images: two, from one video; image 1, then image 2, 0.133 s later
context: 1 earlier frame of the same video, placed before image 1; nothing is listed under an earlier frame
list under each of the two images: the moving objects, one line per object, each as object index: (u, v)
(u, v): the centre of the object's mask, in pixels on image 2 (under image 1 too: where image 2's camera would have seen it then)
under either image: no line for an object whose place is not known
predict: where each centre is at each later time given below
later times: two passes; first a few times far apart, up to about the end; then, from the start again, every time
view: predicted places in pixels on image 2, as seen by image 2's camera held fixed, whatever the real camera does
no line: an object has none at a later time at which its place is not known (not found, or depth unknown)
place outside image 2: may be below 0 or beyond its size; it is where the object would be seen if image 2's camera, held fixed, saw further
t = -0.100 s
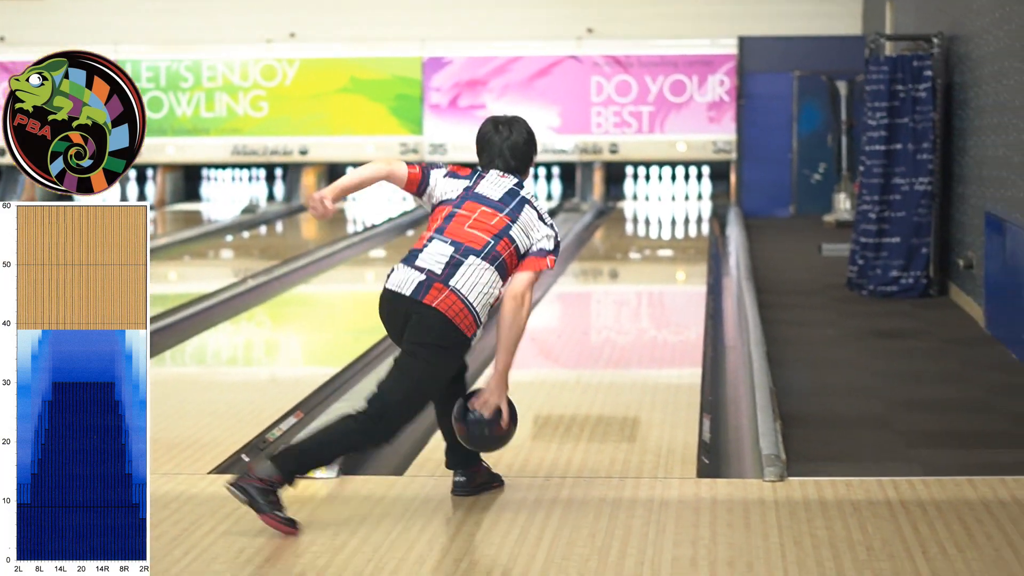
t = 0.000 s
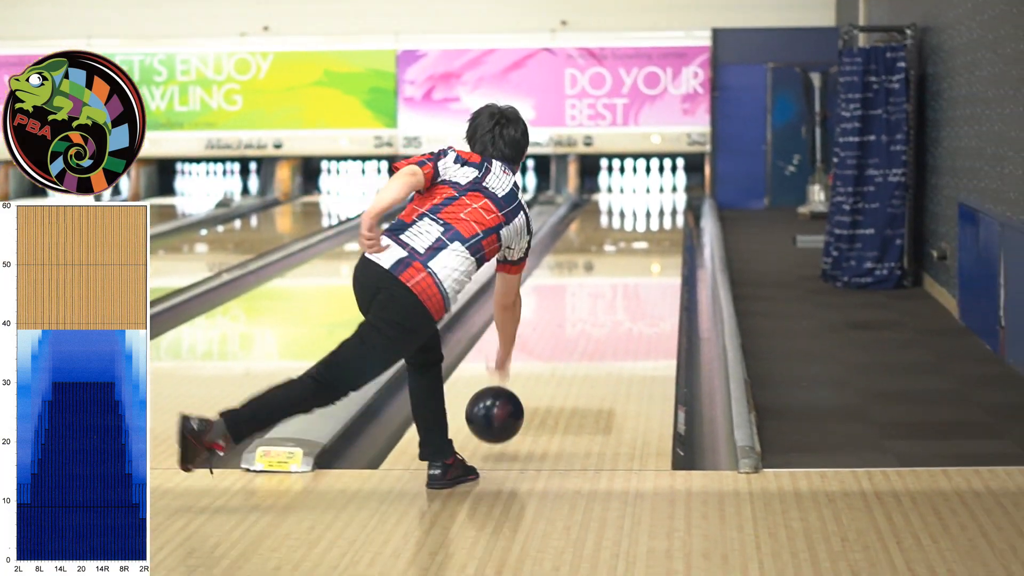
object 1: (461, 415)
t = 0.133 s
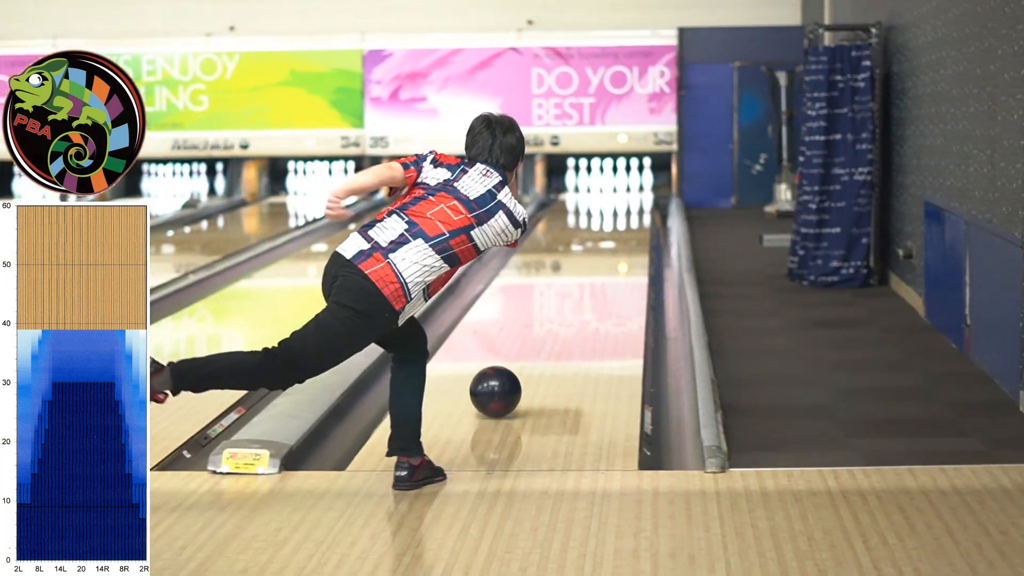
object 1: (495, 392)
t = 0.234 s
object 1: (516, 368)
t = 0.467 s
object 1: (552, 323)
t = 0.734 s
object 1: (581, 286)
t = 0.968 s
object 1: (600, 262)
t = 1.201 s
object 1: (614, 242)
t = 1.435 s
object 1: (625, 225)
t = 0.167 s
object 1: (503, 383)
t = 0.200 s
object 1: (509, 375)
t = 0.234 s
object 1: (516, 368)
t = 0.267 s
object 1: (522, 360)
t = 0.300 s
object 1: (528, 353)
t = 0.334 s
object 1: (533, 346)
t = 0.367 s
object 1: (538, 340)
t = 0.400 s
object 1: (543, 334)
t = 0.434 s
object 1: (548, 328)
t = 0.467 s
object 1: (552, 323)
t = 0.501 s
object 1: (551, 324)
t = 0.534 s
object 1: (560, 312)
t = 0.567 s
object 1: (564, 307)
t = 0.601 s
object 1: (568, 303)
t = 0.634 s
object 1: (571, 299)
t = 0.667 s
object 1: (575, 294)
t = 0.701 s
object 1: (578, 290)
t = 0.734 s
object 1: (581, 286)
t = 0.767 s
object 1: (584, 283)
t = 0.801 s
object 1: (587, 279)
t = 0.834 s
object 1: (590, 275)
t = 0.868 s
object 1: (592, 272)
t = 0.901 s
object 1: (595, 268)
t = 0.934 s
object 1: (598, 265)
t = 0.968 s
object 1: (600, 262)
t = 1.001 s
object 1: (602, 259)
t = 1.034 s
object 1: (604, 256)
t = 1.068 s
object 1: (606, 253)
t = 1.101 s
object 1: (609, 250)
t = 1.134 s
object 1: (611, 247)
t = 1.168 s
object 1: (613, 244)
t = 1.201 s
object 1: (614, 242)
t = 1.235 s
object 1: (616, 239)
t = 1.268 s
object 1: (618, 237)
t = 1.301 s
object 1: (620, 234)
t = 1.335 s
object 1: (621, 232)
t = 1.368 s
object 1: (623, 230)
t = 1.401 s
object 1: (624, 228)
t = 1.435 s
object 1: (625, 225)
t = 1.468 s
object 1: (627, 223)
